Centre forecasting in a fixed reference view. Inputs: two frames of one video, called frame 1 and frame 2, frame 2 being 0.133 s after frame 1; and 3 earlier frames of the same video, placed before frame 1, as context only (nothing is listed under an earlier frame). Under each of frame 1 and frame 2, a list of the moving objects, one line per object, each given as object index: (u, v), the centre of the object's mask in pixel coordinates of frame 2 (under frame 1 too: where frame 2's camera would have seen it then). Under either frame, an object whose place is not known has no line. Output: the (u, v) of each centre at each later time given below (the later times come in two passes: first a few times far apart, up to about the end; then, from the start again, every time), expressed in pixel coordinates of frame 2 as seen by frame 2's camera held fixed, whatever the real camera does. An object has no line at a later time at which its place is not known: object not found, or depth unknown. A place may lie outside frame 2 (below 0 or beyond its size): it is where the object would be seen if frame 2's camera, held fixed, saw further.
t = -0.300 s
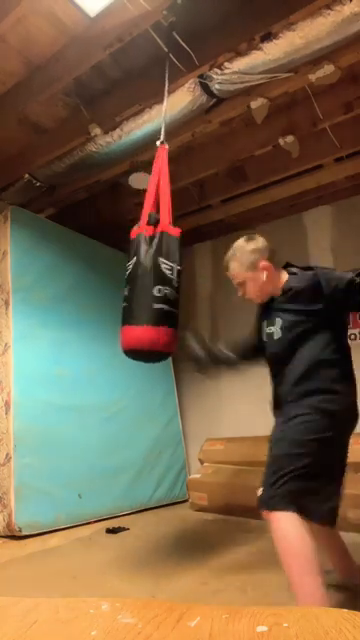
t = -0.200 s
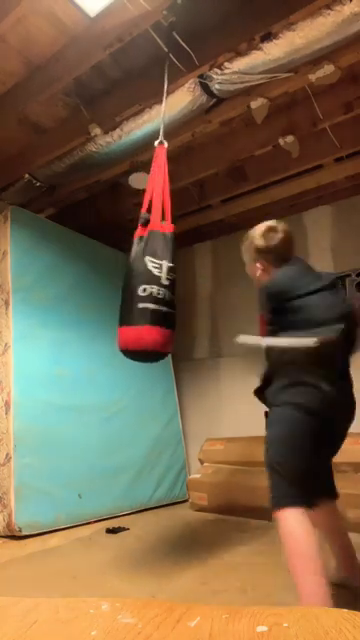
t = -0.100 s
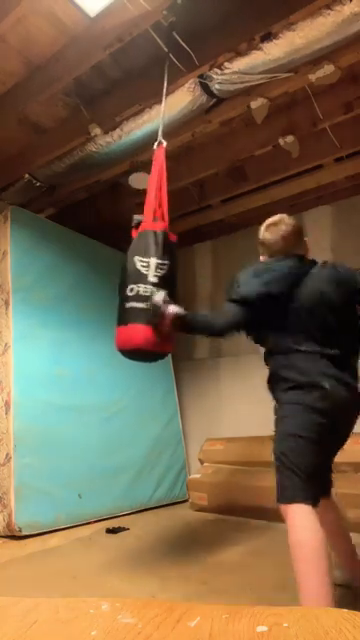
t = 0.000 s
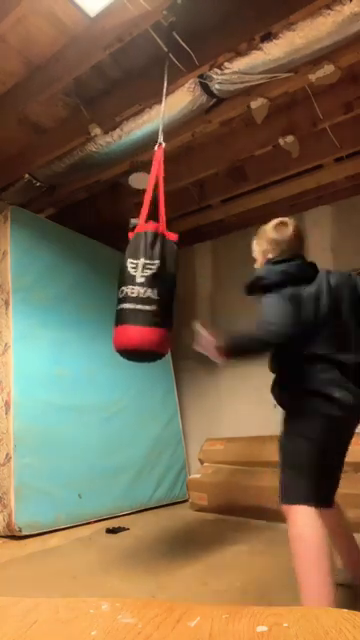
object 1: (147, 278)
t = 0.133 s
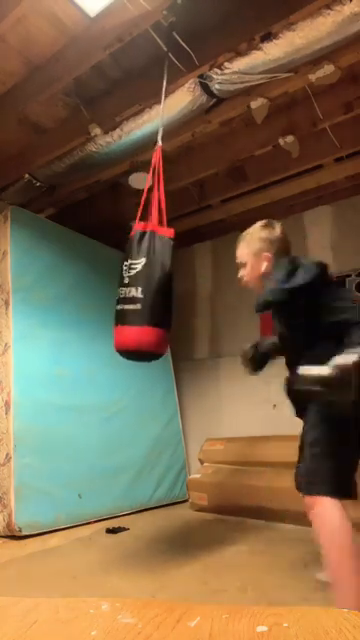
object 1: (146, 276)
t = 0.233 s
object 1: (147, 277)
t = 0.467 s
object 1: (157, 272)
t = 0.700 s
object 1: (168, 273)
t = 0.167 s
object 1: (147, 277)
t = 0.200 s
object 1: (147, 278)
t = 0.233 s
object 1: (147, 277)
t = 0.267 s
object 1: (148, 276)
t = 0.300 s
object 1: (149, 276)
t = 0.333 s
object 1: (150, 276)
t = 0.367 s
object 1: (151, 275)
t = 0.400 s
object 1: (153, 274)
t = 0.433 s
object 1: (155, 274)
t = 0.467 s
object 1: (157, 272)
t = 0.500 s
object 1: (158, 272)
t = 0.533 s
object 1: (160, 272)
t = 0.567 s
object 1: (161, 272)
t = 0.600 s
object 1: (163, 271)
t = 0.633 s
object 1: (164, 272)
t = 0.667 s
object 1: (166, 272)
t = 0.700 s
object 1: (168, 273)
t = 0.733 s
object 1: (170, 273)
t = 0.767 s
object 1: (172, 273)
